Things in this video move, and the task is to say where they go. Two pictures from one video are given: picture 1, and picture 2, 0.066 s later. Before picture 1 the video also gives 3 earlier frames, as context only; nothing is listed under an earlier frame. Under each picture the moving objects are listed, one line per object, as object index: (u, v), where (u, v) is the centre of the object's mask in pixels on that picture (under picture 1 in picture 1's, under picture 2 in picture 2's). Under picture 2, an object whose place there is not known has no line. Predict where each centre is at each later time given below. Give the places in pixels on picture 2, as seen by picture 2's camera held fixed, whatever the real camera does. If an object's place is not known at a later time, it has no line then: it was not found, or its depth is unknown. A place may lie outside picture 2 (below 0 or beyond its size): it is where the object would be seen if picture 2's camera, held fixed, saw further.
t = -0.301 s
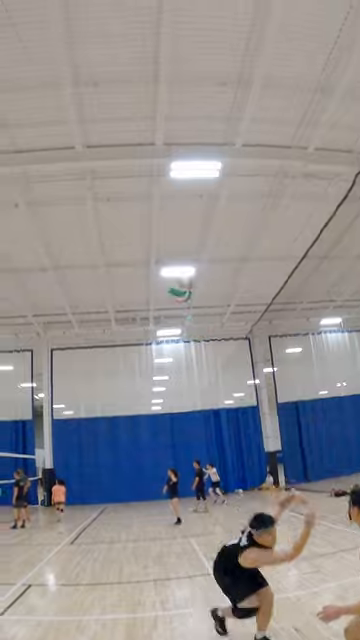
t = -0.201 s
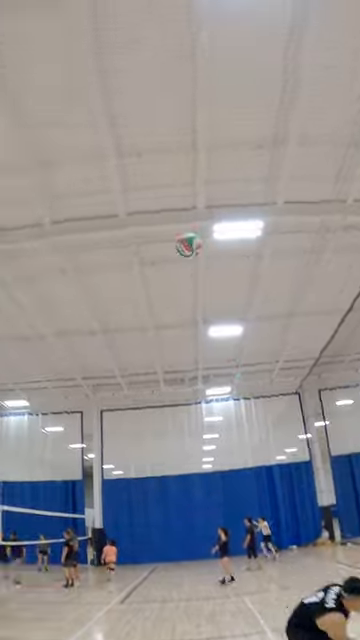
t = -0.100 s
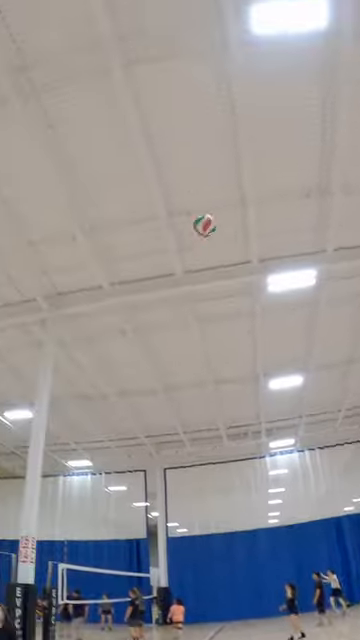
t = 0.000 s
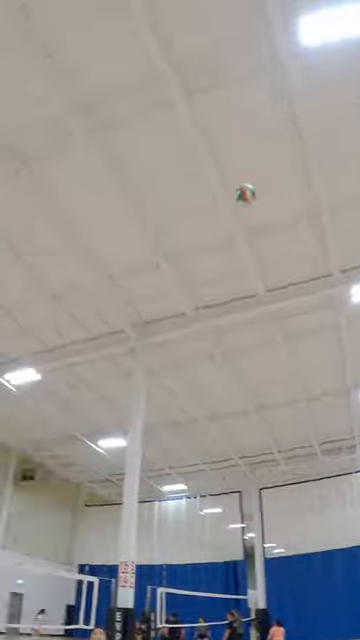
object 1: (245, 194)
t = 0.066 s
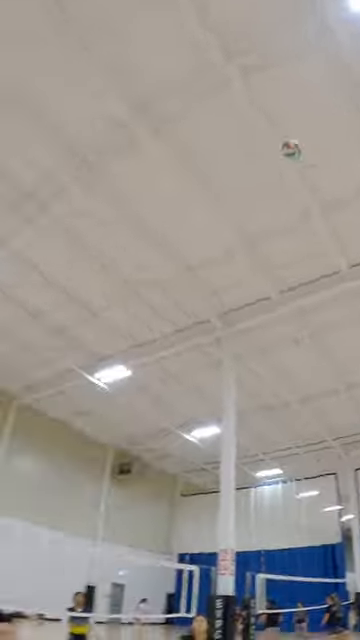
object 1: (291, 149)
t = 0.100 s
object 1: (278, 140)
